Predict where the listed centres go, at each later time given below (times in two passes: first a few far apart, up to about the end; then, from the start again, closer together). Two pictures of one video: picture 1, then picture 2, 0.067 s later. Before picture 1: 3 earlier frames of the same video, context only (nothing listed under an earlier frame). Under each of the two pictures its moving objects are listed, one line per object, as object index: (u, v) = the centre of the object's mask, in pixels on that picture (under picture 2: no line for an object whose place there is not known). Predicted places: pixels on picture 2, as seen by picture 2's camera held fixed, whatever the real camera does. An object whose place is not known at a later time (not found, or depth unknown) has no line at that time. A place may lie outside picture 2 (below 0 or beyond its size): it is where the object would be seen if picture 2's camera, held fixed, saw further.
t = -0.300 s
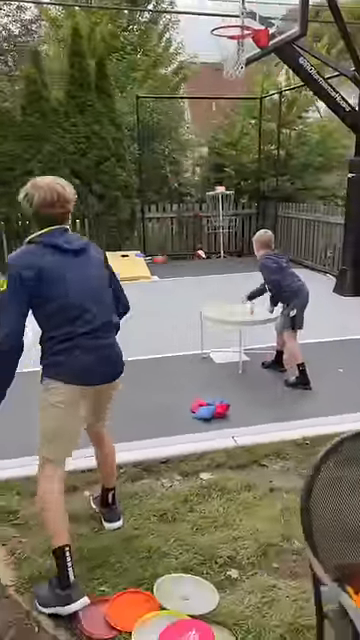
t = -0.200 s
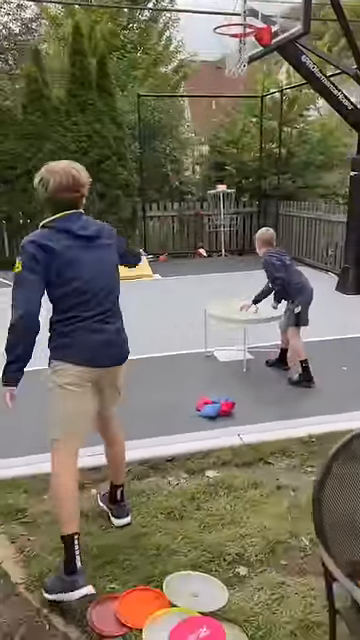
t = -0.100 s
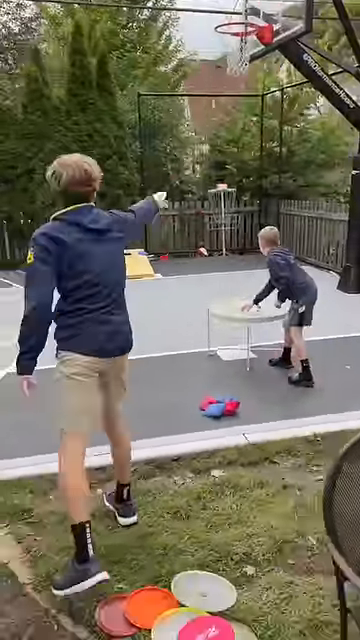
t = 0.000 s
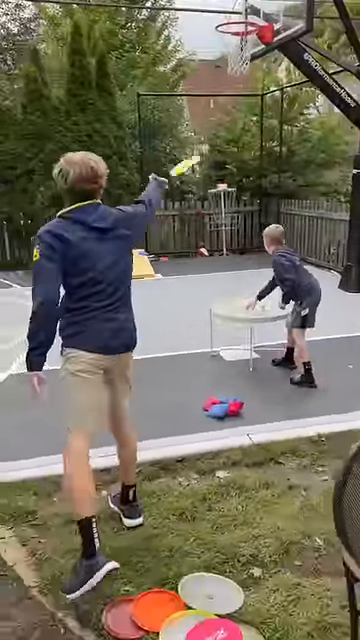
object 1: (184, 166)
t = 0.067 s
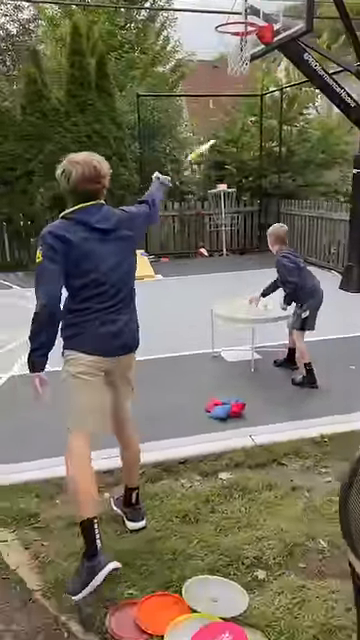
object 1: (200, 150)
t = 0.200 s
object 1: (223, 134)
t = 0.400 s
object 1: (237, 131)
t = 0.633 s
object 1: (238, 144)
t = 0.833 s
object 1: (229, 161)
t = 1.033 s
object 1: (215, 181)
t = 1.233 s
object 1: (205, 187)
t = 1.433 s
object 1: (194, 191)
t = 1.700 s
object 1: (182, 225)
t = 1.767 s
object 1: (181, 237)
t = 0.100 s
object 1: (205, 146)
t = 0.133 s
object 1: (212, 141)
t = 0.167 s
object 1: (215, 140)
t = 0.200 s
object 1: (223, 134)
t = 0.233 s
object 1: (227, 133)
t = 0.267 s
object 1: (231, 131)
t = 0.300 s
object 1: (233, 130)
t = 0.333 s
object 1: (235, 130)
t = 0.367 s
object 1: (236, 130)
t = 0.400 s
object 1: (237, 131)
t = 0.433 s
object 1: (239, 132)
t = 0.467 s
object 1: (240, 133)
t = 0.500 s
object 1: (239, 135)
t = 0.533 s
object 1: (240, 137)
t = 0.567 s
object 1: (240, 139)
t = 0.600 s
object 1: (239, 141)
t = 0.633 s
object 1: (238, 144)
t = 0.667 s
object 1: (237, 146)
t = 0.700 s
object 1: (236, 149)
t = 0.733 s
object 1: (235, 152)
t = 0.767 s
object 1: (233, 155)
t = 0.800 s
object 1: (231, 158)
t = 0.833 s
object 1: (229, 161)
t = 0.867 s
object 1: (227, 164)
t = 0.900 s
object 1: (225, 168)
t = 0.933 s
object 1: (223, 171)
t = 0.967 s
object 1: (221, 174)
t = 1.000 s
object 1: (218, 177)
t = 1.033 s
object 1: (215, 181)
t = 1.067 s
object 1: (212, 185)
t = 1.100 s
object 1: (211, 186)
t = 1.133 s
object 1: (210, 186)
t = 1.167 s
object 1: (208, 188)
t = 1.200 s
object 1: (207, 188)
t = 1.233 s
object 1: (205, 187)
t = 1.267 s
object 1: (204, 187)
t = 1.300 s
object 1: (201, 187)
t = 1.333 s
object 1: (199, 187)
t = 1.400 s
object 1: (195, 189)
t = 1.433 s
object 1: (194, 191)
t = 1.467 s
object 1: (192, 194)
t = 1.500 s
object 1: (190, 197)
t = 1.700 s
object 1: (182, 225)
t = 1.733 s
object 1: (181, 231)
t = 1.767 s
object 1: (181, 237)
